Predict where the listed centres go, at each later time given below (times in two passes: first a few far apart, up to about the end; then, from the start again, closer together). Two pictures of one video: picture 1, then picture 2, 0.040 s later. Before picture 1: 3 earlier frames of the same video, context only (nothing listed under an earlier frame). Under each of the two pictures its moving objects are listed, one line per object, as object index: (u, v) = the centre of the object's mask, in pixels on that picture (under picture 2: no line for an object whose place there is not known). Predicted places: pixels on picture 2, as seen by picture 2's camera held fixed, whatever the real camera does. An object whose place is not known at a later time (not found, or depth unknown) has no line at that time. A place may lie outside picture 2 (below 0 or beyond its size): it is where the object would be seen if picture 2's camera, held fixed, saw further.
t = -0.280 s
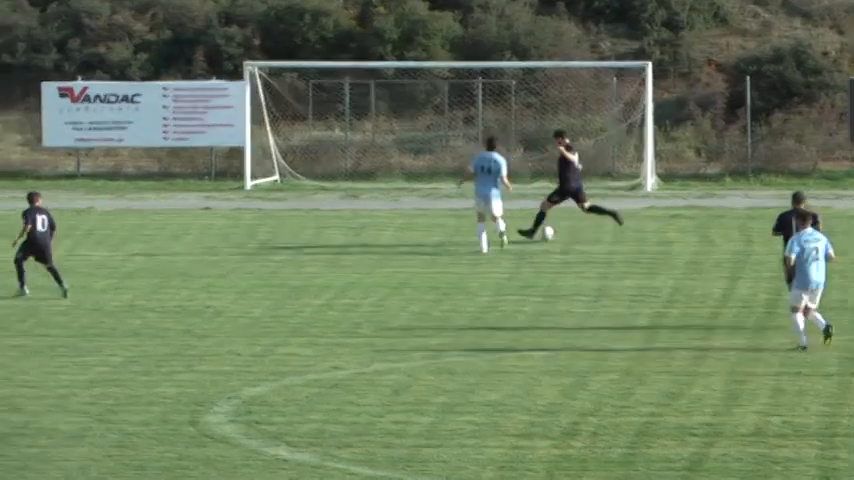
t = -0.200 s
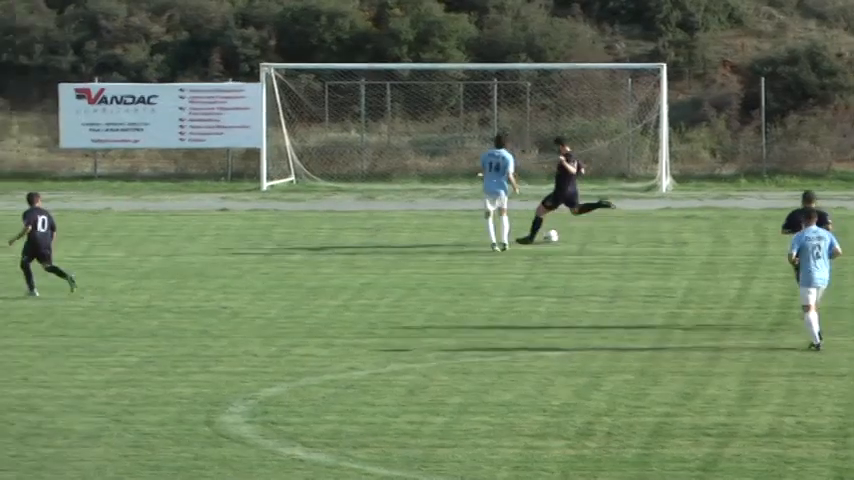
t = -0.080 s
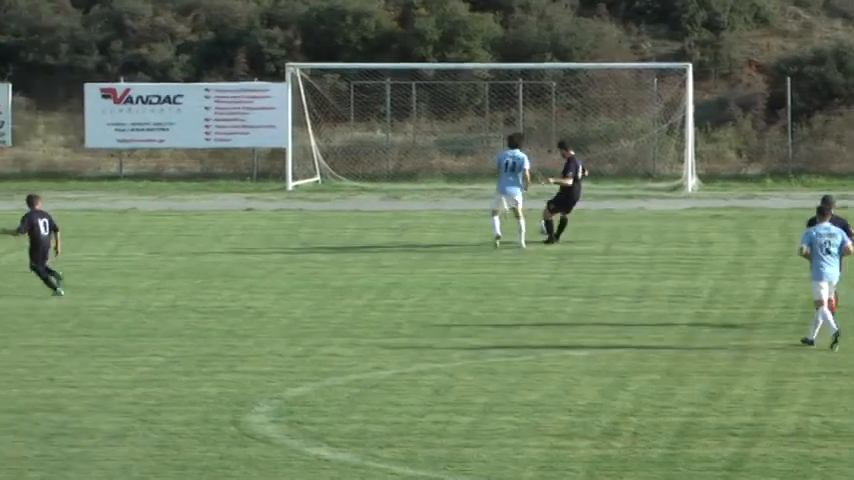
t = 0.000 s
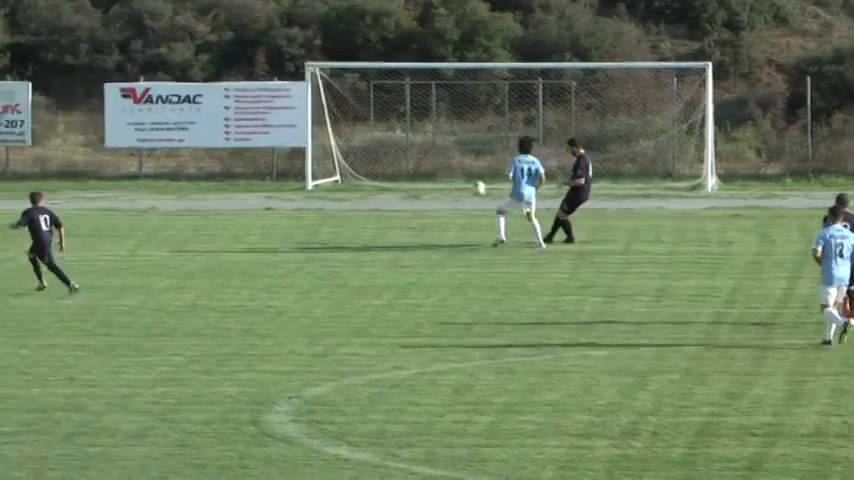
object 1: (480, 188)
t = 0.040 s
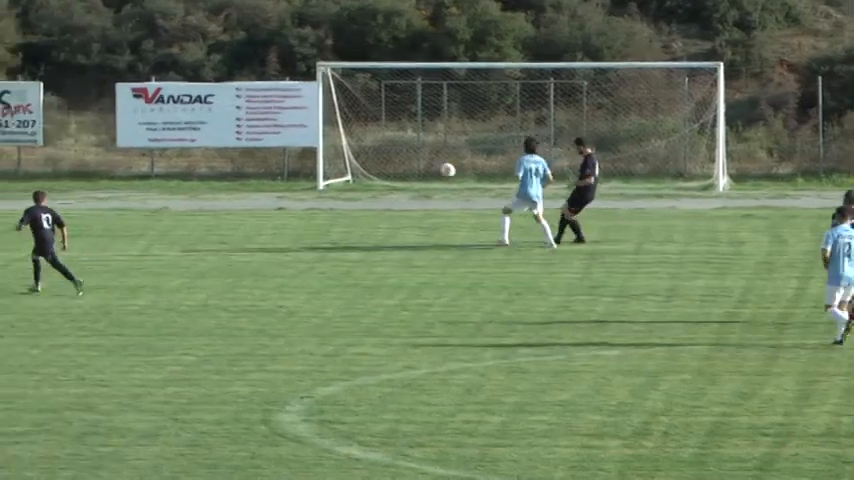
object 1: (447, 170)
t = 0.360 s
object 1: (133, 60)
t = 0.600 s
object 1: (-102, 12)
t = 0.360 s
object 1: (133, 60)
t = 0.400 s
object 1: (95, 50)
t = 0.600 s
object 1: (-102, 12)
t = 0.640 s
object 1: (-143, 5)
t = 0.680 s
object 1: (-182, 0)
